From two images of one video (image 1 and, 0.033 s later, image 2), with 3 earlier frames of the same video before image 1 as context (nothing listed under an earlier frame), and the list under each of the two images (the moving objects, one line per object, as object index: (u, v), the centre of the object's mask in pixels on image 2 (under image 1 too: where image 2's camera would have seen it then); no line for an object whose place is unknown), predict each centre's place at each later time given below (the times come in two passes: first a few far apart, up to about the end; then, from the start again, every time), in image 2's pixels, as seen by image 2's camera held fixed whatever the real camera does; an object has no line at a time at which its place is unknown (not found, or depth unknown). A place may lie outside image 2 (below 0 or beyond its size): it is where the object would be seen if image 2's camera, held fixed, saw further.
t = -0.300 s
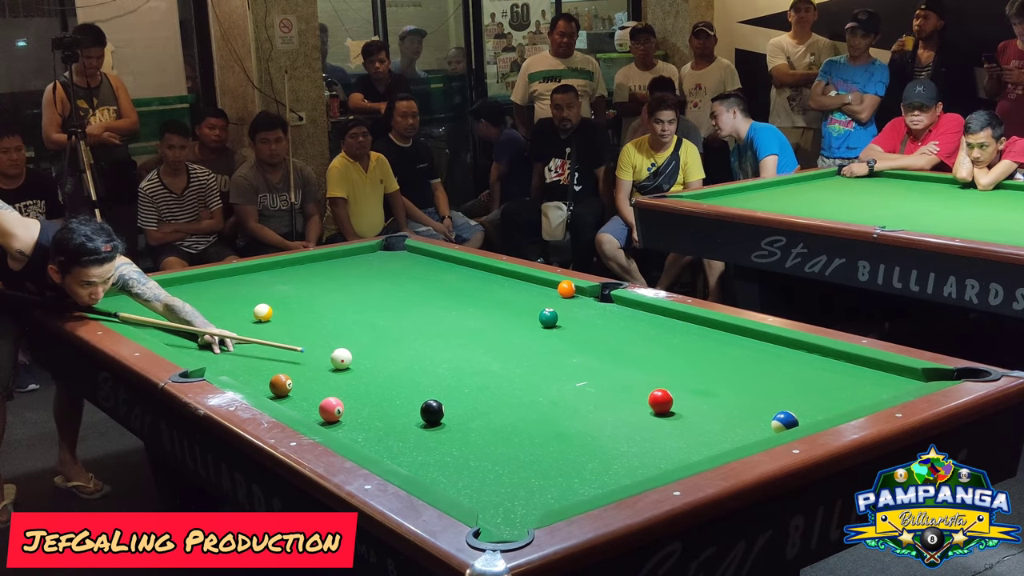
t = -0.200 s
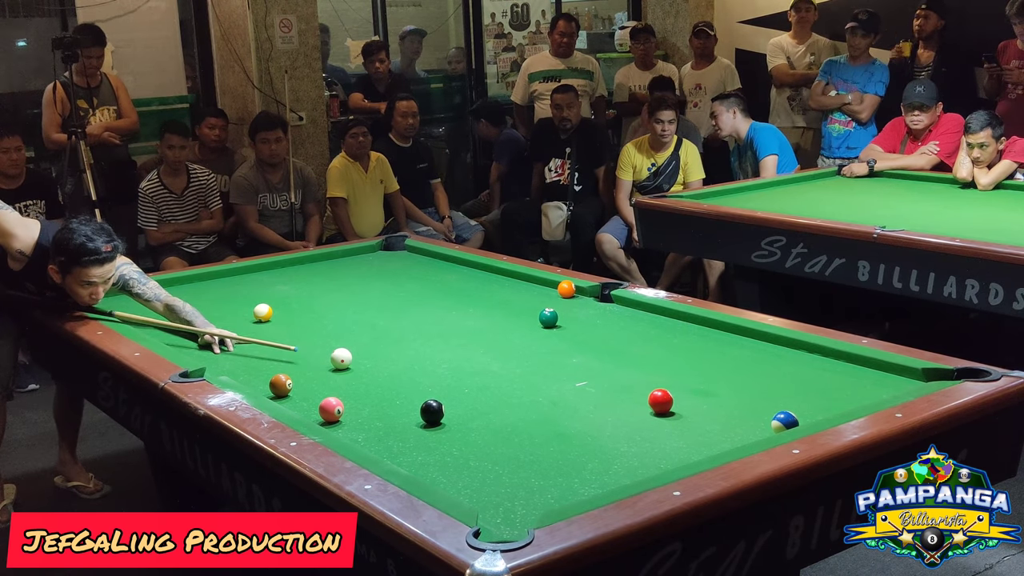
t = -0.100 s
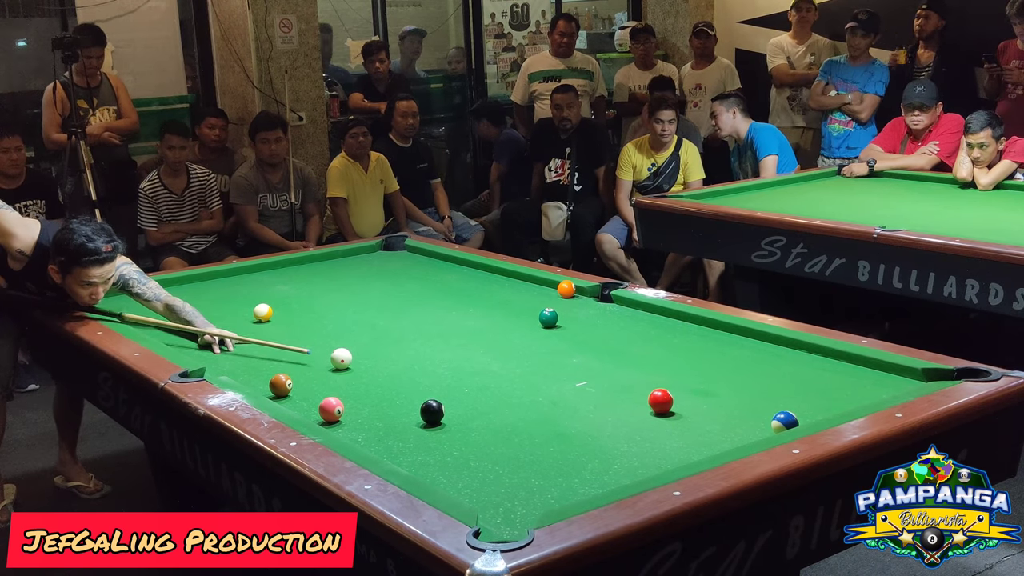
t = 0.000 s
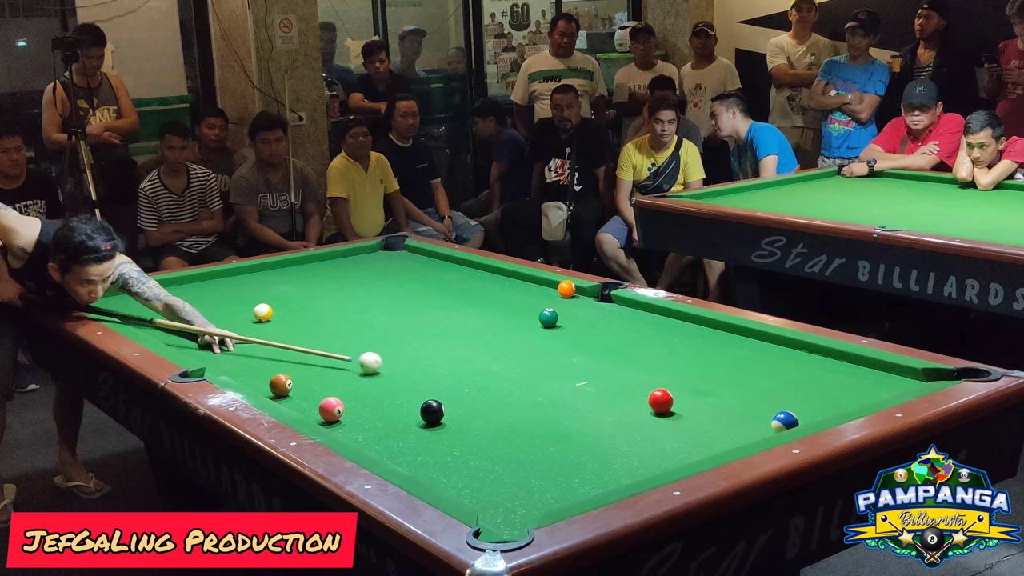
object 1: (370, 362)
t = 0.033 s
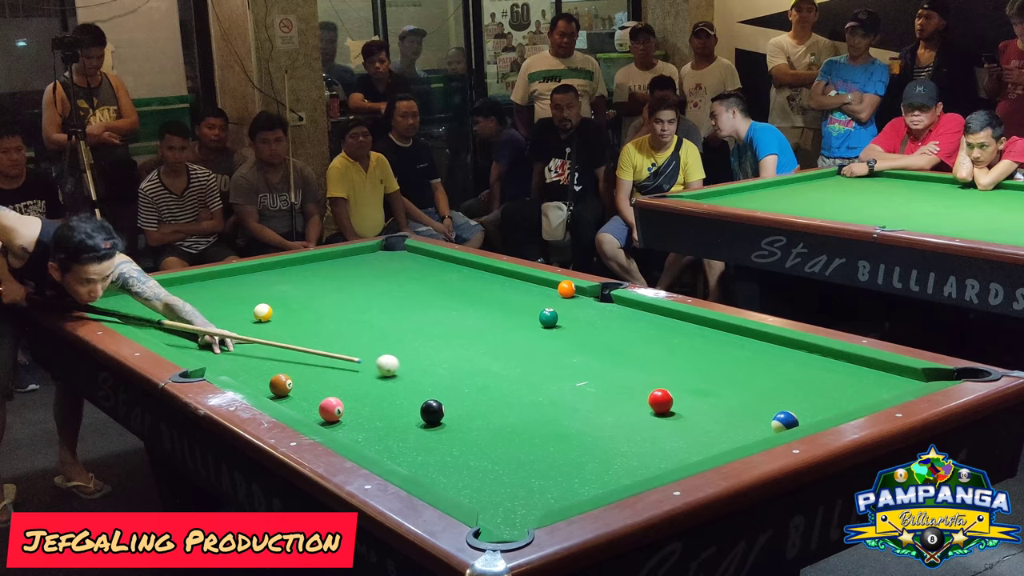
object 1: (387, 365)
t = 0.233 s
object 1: (479, 379)
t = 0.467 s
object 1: (583, 395)
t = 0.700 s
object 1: (658, 417)
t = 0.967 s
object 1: (717, 445)
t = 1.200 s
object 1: (681, 437)
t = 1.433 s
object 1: (650, 426)
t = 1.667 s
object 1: (618, 415)
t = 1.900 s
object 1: (592, 406)
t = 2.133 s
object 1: (568, 398)
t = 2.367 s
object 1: (547, 391)
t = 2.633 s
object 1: (525, 383)
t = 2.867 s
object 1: (509, 378)
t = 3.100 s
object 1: (493, 373)
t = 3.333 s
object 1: (478, 369)
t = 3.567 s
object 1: (465, 365)
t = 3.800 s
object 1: (454, 362)
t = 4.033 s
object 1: (443, 360)
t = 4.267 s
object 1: (433, 358)
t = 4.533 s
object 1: (425, 356)
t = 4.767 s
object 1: (417, 355)
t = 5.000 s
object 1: (412, 354)
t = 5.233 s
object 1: (407, 354)
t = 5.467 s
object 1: (403, 354)
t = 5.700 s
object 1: (401, 354)
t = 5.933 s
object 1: (401, 353)
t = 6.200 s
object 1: (401, 353)
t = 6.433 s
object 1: (401, 354)
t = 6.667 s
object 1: (401, 353)
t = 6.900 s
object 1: (401, 354)
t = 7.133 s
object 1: (401, 353)
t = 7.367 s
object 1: (401, 353)
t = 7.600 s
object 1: (401, 353)
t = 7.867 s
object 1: (401, 353)
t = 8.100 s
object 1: (401, 353)
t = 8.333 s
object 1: (401, 353)
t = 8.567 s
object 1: (401, 353)
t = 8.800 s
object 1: (401, 353)
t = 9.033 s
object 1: (401, 354)
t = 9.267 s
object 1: (401, 353)
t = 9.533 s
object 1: (401, 353)
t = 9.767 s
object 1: (401, 353)
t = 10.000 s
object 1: (401, 354)
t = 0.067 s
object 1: (404, 368)
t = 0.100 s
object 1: (420, 370)
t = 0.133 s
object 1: (435, 373)
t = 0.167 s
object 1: (450, 375)
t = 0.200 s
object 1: (465, 377)
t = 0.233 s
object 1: (479, 379)
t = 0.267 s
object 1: (487, 381)
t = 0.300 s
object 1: (503, 383)
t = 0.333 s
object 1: (518, 385)
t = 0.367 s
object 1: (534, 388)
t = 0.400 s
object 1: (550, 390)
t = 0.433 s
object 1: (566, 392)
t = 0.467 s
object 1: (583, 395)
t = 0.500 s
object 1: (600, 397)
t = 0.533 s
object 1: (617, 400)
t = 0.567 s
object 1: (634, 403)
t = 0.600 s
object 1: (639, 407)
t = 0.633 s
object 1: (644, 410)
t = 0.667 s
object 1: (651, 414)
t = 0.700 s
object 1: (658, 417)
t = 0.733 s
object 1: (665, 421)
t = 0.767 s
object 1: (672, 425)
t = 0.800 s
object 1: (679, 429)
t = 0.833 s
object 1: (687, 433)
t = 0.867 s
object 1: (694, 436)
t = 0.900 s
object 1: (702, 441)
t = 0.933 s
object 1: (710, 443)
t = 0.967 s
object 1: (717, 445)
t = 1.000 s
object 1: (712, 445)
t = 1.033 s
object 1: (707, 444)
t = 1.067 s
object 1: (702, 444)
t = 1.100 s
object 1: (696, 442)
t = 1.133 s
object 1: (691, 440)
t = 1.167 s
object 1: (686, 439)
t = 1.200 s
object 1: (681, 437)
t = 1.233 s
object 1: (676, 435)
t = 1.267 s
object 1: (671, 433)
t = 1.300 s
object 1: (666, 432)
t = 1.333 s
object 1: (662, 430)
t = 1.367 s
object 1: (659, 429)
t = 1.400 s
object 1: (655, 428)
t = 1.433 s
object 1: (650, 426)
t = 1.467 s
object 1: (646, 424)
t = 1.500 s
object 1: (639, 422)
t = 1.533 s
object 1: (637, 421)
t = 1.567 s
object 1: (633, 420)
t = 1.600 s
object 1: (628, 418)
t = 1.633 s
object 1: (622, 416)
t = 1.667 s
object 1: (618, 415)
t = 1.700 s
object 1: (614, 414)
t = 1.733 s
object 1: (612, 413)
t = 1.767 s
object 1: (608, 412)
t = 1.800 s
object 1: (603, 410)
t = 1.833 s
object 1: (599, 409)
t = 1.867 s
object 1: (595, 407)
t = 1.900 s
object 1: (592, 406)
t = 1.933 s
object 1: (588, 405)
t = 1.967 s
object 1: (584, 404)
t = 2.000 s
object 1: (581, 402)
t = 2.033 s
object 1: (578, 401)
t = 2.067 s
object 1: (574, 400)
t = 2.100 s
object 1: (571, 399)
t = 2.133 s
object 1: (568, 398)
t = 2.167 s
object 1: (565, 397)
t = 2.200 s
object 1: (561, 396)
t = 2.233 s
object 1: (558, 395)
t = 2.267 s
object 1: (555, 394)
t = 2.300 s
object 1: (552, 393)
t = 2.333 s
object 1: (550, 392)
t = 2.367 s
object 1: (547, 391)
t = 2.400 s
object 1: (544, 390)
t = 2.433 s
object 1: (541, 389)
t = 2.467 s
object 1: (538, 388)
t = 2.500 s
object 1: (536, 387)
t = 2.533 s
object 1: (533, 386)
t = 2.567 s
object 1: (530, 385)
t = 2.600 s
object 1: (528, 384)
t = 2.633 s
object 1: (525, 383)
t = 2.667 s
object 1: (523, 383)
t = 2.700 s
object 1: (520, 382)
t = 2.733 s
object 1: (518, 381)
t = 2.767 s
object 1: (517, 380)
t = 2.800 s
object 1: (514, 379)
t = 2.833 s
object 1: (510, 379)
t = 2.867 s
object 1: (509, 378)
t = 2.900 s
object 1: (507, 378)
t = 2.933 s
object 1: (505, 377)
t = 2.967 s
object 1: (502, 376)
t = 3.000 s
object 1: (500, 375)
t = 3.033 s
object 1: (498, 375)
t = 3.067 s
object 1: (495, 373)
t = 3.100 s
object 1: (493, 373)
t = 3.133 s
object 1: (490, 372)
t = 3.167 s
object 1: (488, 372)
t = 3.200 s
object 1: (486, 371)
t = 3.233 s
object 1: (484, 371)
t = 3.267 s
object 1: (482, 370)
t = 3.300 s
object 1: (480, 370)
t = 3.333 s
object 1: (478, 369)
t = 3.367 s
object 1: (477, 368)
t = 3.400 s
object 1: (475, 368)
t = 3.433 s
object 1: (473, 367)
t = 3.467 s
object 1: (471, 366)
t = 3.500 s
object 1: (469, 366)
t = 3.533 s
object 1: (467, 366)
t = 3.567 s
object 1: (465, 365)
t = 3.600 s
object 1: (464, 365)
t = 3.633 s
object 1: (462, 365)
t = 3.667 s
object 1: (460, 364)
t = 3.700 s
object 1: (459, 363)
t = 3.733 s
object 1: (457, 363)
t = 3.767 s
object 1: (455, 363)
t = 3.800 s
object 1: (454, 362)
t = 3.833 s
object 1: (452, 362)
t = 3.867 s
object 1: (450, 362)
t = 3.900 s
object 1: (449, 361)
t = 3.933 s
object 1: (447, 361)
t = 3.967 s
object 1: (446, 361)
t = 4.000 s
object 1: (444, 360)
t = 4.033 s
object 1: (443, 360)
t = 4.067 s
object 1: (441, 359)
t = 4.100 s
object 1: (440, 359)
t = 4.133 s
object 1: (439, 359)
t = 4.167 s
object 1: (437, 359)
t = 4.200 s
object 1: (436, 358)
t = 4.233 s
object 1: (434, 358)
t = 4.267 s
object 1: (433, 358)
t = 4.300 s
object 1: (432, 357)
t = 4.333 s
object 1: (431, 358)
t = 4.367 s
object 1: (431, 357)
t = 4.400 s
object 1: (429, 357)
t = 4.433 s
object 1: (428, 356)
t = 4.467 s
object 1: (427, 356)
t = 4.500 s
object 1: (426, 356)
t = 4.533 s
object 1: (425, 356)
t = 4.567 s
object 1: (424, 356)
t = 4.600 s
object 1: (422, 355)
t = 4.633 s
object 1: (422, 355)
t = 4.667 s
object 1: (420, 355)
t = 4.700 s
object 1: (420, 355)
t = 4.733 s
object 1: (418, 355)
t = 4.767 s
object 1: (417, 355)
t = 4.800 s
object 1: (417, 354)
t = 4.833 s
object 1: (416, 354)
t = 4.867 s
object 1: (415, 354)
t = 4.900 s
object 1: (414, 354)
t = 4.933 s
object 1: (413, 354)
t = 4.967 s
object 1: (412, 354)
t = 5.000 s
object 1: (412, 354)
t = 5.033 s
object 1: (411, 354)
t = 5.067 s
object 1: (410, 354)
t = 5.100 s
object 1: (409, 354)
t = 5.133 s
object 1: (409, 354)
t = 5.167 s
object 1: (408, 354)
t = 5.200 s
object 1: (407, 354)
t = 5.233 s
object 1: (407, 354)
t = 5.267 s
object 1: (406, 354)
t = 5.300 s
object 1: (405, 354)
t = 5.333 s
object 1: (405, 353)
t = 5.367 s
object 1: (405, 353)
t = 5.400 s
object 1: (404, 353)
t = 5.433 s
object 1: (404, 353)
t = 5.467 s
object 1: (403, 354)
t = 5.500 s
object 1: (403, 354)
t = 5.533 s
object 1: (402, 354)
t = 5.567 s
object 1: (402, 354)
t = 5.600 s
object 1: (402, 354)
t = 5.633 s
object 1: (402, 353)
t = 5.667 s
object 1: (401, 353)
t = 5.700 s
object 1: (401, 354)
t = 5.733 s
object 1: (401, 353)
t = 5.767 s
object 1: (401, 354)
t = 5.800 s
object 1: (401, 353)
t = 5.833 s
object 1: (401, 353)
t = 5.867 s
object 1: (401, 353)
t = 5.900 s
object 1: (401, 354)
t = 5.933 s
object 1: (401, 353)
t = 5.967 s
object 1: (401, 353)
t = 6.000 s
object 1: (401, 353)
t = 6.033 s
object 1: (401, 353)
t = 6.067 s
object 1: (401, 353)
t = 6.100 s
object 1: (401, 353)
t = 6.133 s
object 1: (401, 353)
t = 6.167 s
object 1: (401, 353)
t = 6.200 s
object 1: (401, 353)
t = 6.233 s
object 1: (401, 353)
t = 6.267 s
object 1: (401, 353)
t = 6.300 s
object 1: (401, 353)
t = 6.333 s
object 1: (401, 353)
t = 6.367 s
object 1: (401, 353)
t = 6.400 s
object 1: (401, 354)
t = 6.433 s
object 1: (401, 354)
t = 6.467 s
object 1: (401, 353)
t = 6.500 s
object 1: (401, 353)
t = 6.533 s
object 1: (401, 353)
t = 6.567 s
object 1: (401, 353)
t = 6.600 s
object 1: (401, 353)
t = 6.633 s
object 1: (401, 353)
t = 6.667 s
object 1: (401, 353)
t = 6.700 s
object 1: (401, 353)
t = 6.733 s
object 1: (401, 353)
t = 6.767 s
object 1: (401, 354)
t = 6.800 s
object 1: (401, 353)
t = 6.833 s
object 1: (401, 353)
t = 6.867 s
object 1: (401, 353)
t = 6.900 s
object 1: (401, 354)
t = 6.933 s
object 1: (401, 353)
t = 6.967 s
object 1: (401, 353)
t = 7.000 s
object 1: (401, 354)
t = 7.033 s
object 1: (401, 353)
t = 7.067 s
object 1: (401, 353)
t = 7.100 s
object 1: (401, 353)
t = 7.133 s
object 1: (401, 353)
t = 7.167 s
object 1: (401, 353)
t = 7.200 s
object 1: (401, 353)
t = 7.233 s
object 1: (401, 353)
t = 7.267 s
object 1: (401, 353)
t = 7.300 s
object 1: (401, 353)
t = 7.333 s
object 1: (401, 353)
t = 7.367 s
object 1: (401, 353)
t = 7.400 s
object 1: (401, 353)
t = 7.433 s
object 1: (401, 354)
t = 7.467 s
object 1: (401, 354)
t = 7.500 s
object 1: (401, 353)
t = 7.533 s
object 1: (401, 353)
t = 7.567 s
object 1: (401, 353)
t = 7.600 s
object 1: (401, 353)
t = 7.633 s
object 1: (401, 353)
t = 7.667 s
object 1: (401, 354)
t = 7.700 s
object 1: (401, 353)
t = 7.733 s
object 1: (401, 353)
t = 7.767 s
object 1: (401, 354)
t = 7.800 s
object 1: (401, 353)
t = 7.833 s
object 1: (401, 354)
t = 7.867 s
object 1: (401, 353)
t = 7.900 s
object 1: (401, 354)
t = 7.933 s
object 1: (401, 354)
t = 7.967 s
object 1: (401, 354)
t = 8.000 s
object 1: (401, 353)
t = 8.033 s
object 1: (401, 354)
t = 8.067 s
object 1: (401, 354)
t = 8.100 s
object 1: (401, 353)
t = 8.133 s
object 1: (401, 354)
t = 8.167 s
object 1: (401, 353)
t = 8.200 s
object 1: (401, 354)
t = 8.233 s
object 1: (401, 354)
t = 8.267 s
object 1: (401, 353)
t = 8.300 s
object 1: (401, 353)
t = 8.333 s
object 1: (401, 353)
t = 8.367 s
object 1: (401, 353)
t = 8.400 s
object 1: (401, 353)
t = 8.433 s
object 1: (401, 353)
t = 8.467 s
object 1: (401, 353)
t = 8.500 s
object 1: (401, 353)
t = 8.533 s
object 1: (401, 353)
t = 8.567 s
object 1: (401, 353)
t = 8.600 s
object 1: (401, 353)
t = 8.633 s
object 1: (401, 353)
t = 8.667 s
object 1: (401, 353)
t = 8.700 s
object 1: (401, 353)
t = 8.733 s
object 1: (401, 353)
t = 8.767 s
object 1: (401, 354)
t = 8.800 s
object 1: (401, 353)
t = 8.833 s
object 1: (401, 353)
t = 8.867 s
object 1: (401, 353)
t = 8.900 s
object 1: (401, 353)
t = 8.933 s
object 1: (401, 354)
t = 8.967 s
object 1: (401, 354)
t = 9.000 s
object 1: (401, 354)
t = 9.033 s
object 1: (401, 354)
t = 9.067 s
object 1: (401, 354)
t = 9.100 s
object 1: (401, 354)
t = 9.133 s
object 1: (401, 353)
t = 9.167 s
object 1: (401, 354)
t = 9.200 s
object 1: (401, 354)
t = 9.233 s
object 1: (401, 353)
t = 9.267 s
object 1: (401, 353)
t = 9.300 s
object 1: (401, 353)
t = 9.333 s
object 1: (401, 354)
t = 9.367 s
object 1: (401, 353)
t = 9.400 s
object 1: (401, 353)
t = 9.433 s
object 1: (401, 353)
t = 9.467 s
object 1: (401, 353)
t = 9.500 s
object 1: (401, 353)
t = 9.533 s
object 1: (401, 353)
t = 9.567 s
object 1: (401, 353)
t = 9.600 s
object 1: (401, 354)
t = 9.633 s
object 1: (401, 353)
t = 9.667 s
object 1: (401, 353)
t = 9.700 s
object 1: (401, 353)
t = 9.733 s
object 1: (401, 353)
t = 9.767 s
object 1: (401, 353)
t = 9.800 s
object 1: (401, 353)
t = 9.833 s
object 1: (401, 353)
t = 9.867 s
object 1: (401, 353)
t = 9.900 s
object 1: (401, 353)
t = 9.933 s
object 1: (401, 353)
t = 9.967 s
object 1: (401, 353)
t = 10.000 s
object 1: (401, 354)
